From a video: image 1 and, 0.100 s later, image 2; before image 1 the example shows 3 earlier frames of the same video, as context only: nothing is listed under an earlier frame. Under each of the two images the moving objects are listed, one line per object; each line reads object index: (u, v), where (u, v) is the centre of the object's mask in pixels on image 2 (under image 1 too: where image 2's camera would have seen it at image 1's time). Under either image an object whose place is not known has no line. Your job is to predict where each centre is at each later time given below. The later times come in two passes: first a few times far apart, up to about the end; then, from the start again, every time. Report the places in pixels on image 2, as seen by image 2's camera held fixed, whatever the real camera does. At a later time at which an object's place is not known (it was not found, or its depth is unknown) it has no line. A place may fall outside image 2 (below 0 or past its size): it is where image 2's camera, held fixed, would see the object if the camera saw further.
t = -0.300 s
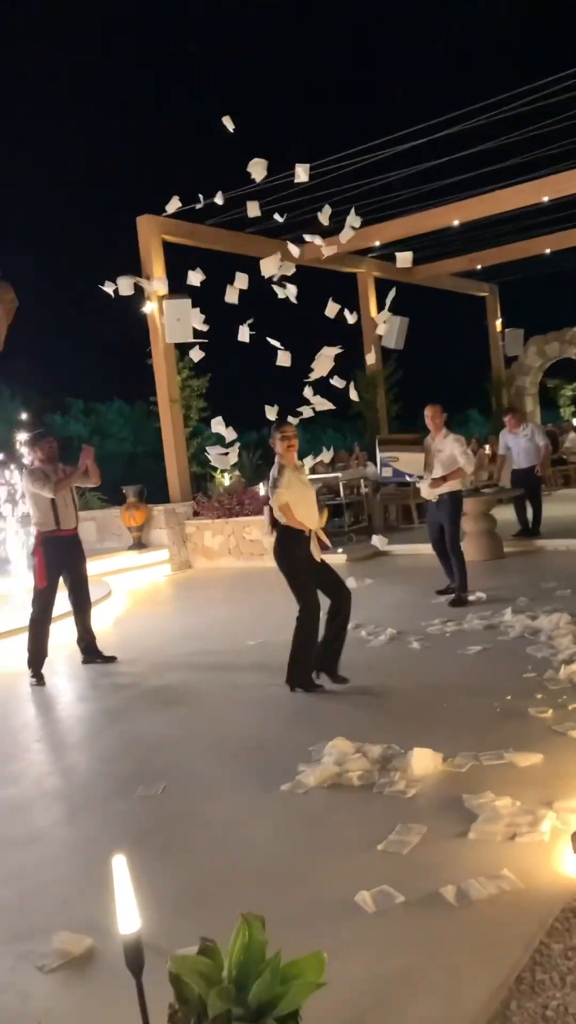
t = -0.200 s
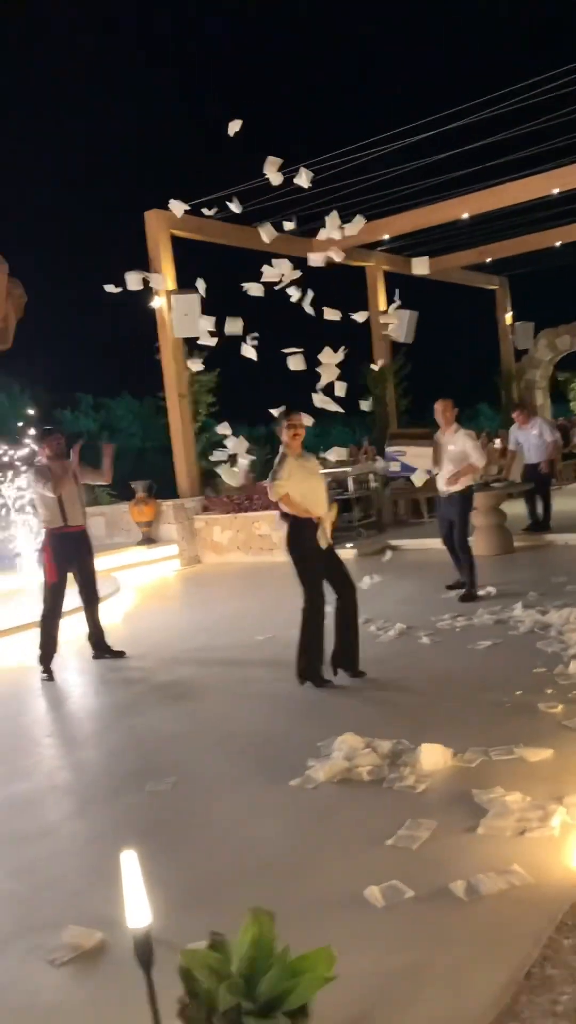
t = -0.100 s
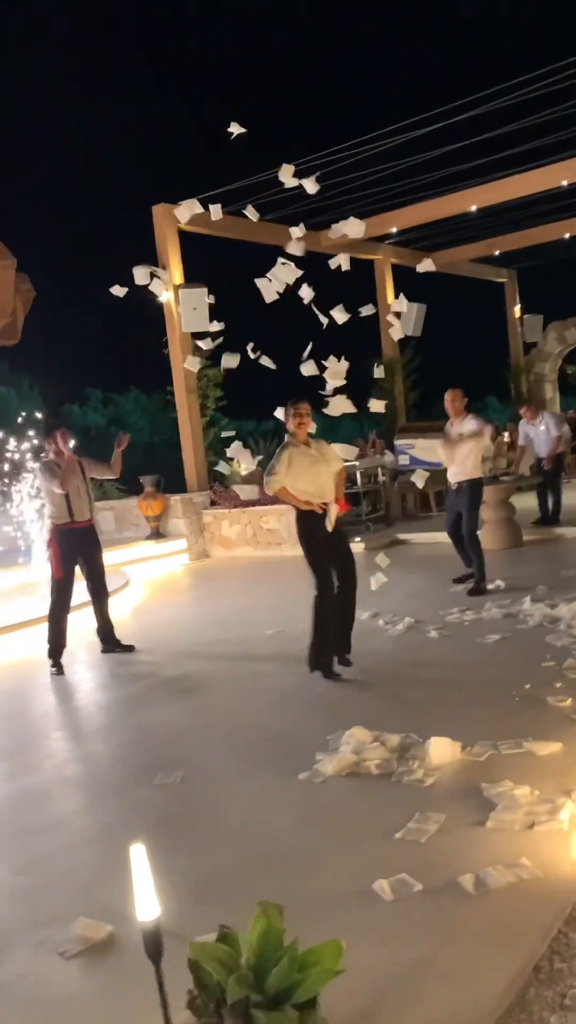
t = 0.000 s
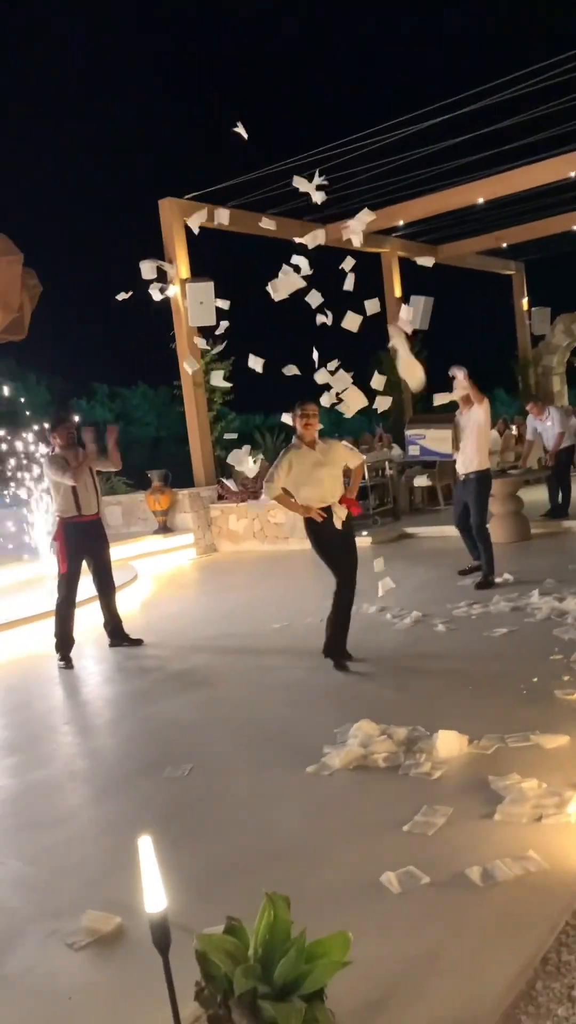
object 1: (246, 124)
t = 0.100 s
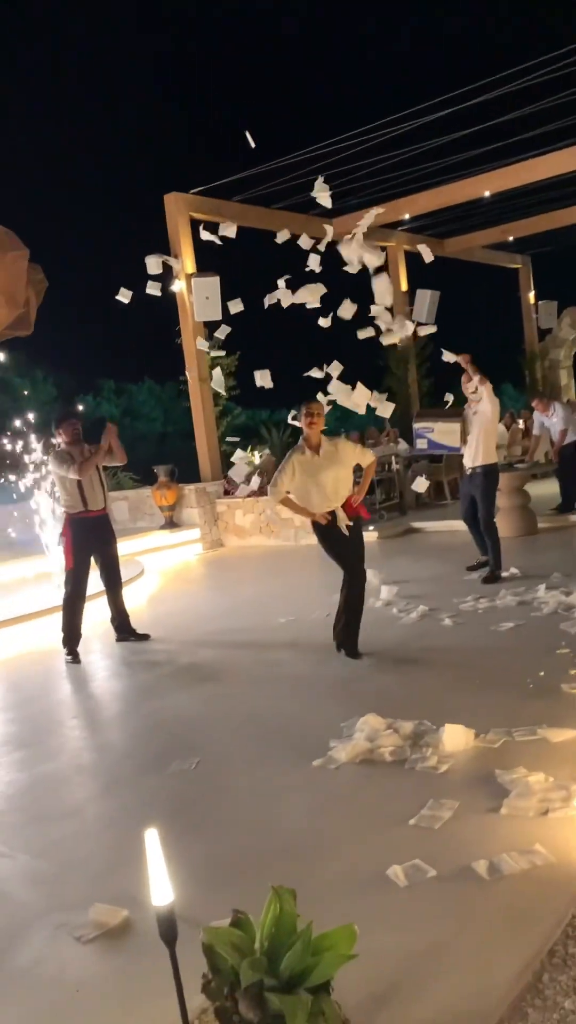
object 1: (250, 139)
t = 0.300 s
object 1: (279, 176)
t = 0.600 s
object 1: (324, 184)
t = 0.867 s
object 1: (340, 208)
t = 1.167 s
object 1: (379, 244)
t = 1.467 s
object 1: (396, 265)
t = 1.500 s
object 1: (399, 270)
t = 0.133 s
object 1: (253, 147)
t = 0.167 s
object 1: (257, 153)
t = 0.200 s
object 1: (262, 159)
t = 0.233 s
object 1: (267, 164)
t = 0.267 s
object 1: (273, 168)
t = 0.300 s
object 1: (279, 176)
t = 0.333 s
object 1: (287, 174)
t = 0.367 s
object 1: (295, 174)
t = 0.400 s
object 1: (300, 174)
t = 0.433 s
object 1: (305, 173)
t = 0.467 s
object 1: (309, 174)
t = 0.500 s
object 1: (314, 176)
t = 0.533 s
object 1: (318, 179)
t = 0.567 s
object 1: (321, 181)
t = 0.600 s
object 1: (324, 184)
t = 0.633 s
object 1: (327, 186)
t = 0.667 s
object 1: (329, 188)
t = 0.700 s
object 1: (331, 190)
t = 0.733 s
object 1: (332, 192)
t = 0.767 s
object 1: (334, 195)
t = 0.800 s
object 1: (336, 199)
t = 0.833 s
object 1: (338, 203)
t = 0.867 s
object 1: (340, 208)
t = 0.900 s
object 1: (343, 214)
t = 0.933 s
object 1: (345, 221)
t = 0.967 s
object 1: (347, 228)
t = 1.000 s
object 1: (352, 234)
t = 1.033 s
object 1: (357, 238)
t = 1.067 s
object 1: (363, 239)
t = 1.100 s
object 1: (369, 239)
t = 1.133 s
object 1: (374, 241)
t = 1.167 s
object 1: (379, 244)
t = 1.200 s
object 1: (384, 246)
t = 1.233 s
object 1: (388, 247)
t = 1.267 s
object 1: (390, 248)
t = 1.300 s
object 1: (392, 249)
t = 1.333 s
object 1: (393, 249)
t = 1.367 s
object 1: (392, 253)
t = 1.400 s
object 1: (394, 257)
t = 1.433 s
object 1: (395, 261)
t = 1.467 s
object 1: (396, 265)
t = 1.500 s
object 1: (399, 270)
